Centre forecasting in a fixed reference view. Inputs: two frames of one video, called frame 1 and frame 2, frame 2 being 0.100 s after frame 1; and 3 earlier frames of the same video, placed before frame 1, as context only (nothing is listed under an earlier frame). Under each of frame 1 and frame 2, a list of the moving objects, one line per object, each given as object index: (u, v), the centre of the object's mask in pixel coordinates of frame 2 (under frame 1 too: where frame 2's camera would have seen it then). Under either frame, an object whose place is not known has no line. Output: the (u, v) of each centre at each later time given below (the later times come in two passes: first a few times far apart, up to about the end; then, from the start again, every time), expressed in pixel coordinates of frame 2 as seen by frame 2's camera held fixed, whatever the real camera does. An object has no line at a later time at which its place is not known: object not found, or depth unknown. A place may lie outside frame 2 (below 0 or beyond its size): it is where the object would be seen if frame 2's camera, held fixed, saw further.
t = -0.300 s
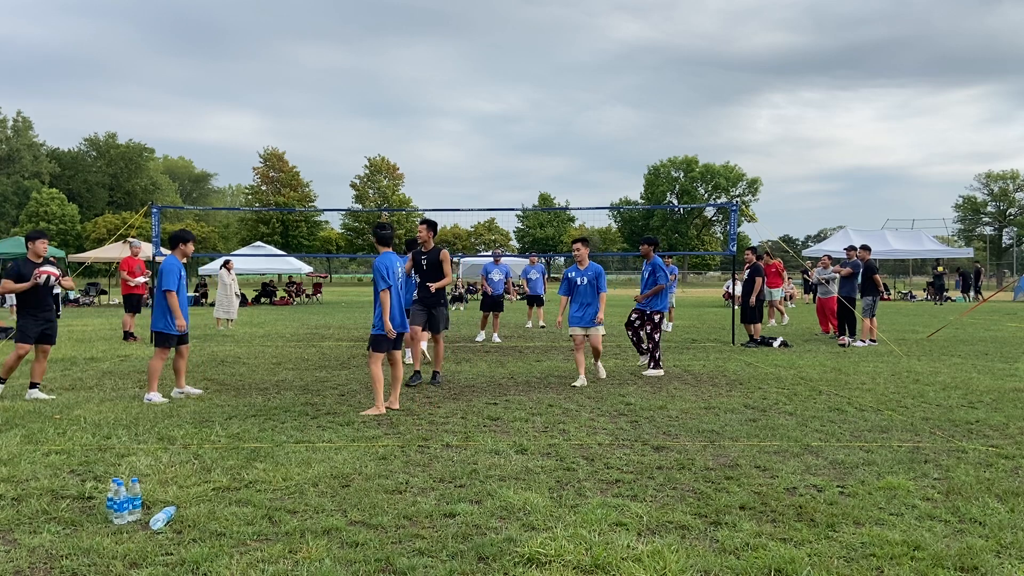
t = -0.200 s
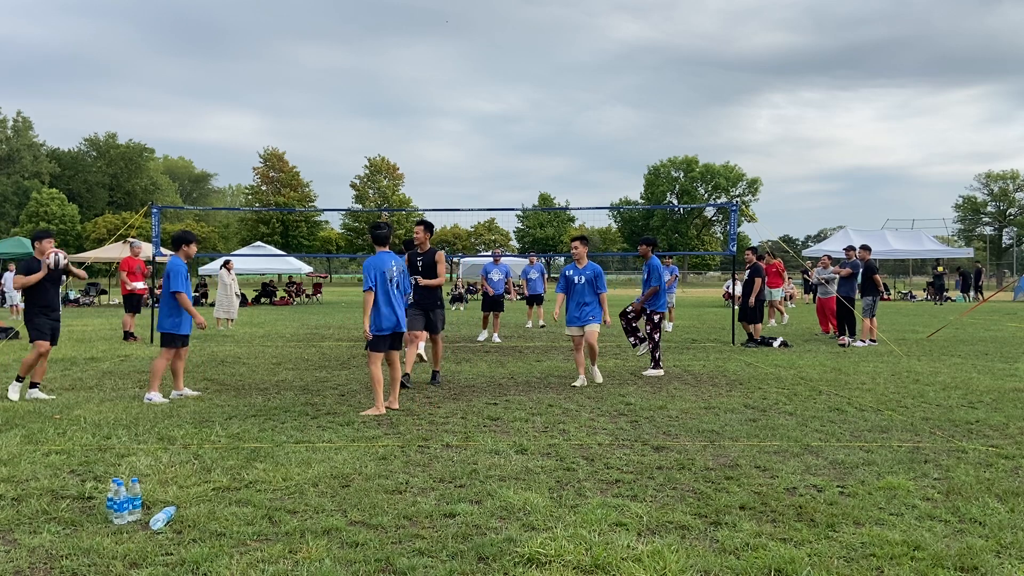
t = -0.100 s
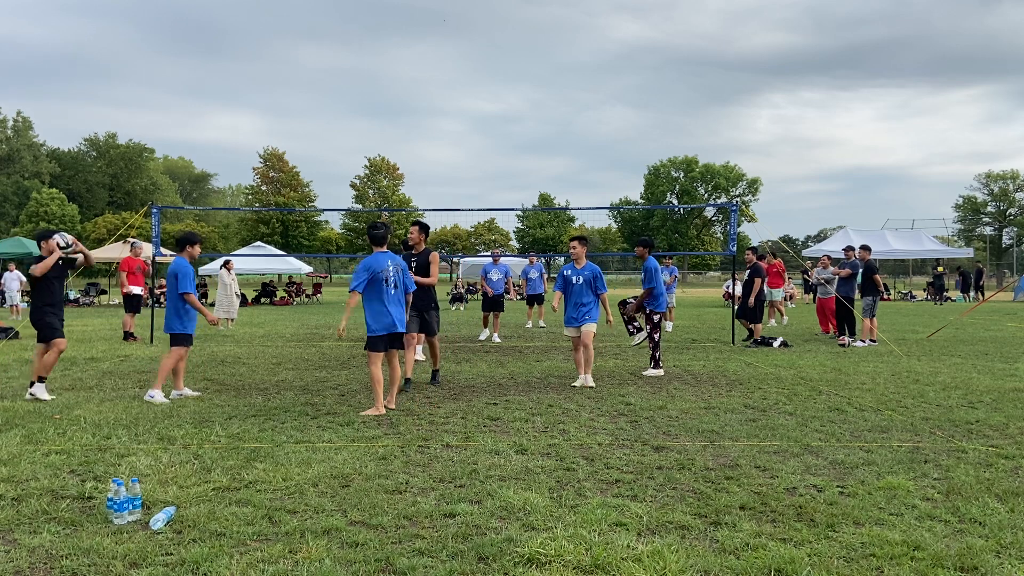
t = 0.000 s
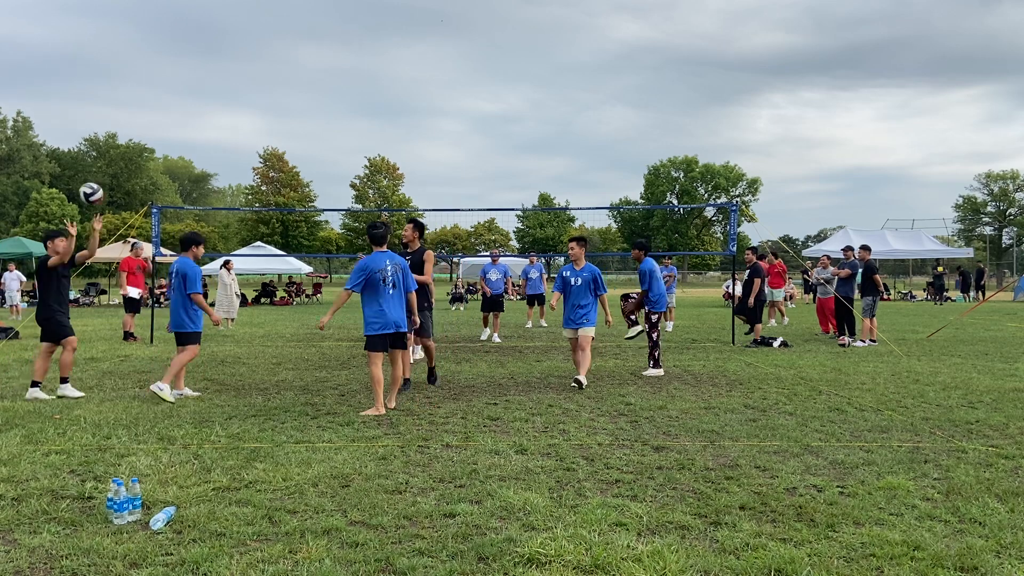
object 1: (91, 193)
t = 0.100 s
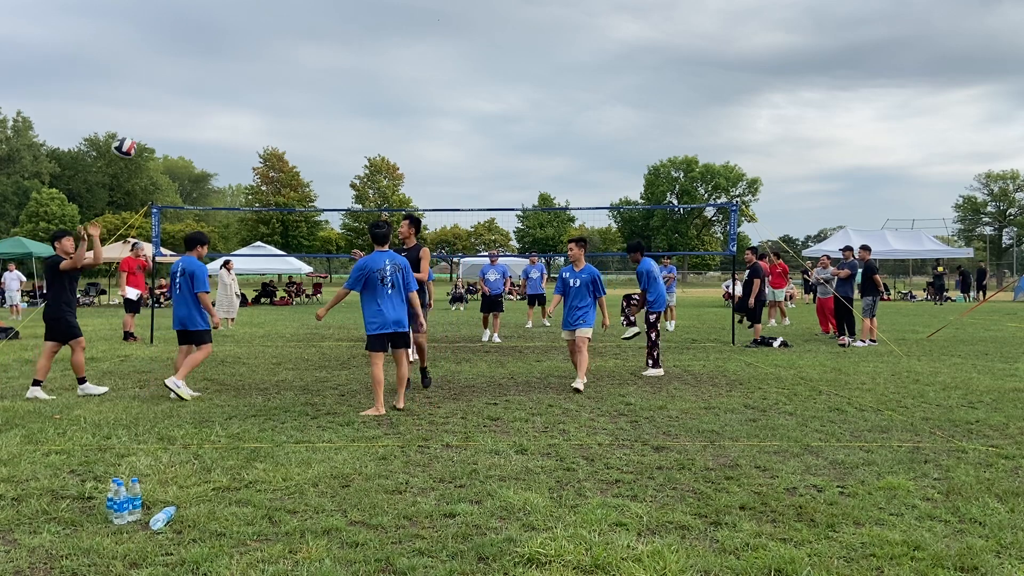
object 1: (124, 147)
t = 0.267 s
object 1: (181, 94)
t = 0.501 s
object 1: (264, 66)
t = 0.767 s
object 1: (361, 108)
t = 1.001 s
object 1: (448, 213)
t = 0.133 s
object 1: (135, 135)
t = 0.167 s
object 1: (146, 123)
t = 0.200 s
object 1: (158, 112)
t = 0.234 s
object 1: (169, 102)
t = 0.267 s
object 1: (181, 94)
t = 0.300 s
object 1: (192, 86)
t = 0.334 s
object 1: (204, 80)
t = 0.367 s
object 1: (216, 75)
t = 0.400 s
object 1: (228, 71)
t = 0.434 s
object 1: (240, 68)
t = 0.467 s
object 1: (252, 67)
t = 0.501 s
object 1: (264, 66)
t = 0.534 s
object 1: (276, 67)
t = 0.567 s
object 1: (288, 69)
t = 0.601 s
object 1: (300, 72)
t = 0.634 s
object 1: (312, 77)
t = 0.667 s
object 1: (324, 83)
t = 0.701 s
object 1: (336, 90)
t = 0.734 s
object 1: (348, 98)
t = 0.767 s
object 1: (361, 108)
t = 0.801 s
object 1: (373, 119)
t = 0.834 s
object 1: (385, 132)
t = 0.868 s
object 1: (398, 145)
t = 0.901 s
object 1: (410, 160)
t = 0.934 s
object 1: (423, 177)
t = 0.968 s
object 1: (435, 194)
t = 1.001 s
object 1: (448, 213)
